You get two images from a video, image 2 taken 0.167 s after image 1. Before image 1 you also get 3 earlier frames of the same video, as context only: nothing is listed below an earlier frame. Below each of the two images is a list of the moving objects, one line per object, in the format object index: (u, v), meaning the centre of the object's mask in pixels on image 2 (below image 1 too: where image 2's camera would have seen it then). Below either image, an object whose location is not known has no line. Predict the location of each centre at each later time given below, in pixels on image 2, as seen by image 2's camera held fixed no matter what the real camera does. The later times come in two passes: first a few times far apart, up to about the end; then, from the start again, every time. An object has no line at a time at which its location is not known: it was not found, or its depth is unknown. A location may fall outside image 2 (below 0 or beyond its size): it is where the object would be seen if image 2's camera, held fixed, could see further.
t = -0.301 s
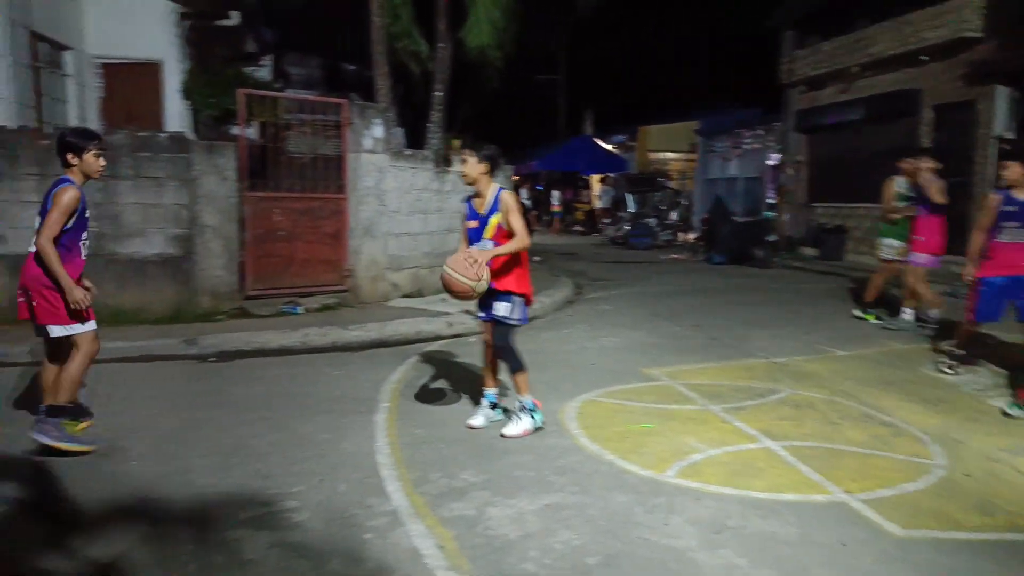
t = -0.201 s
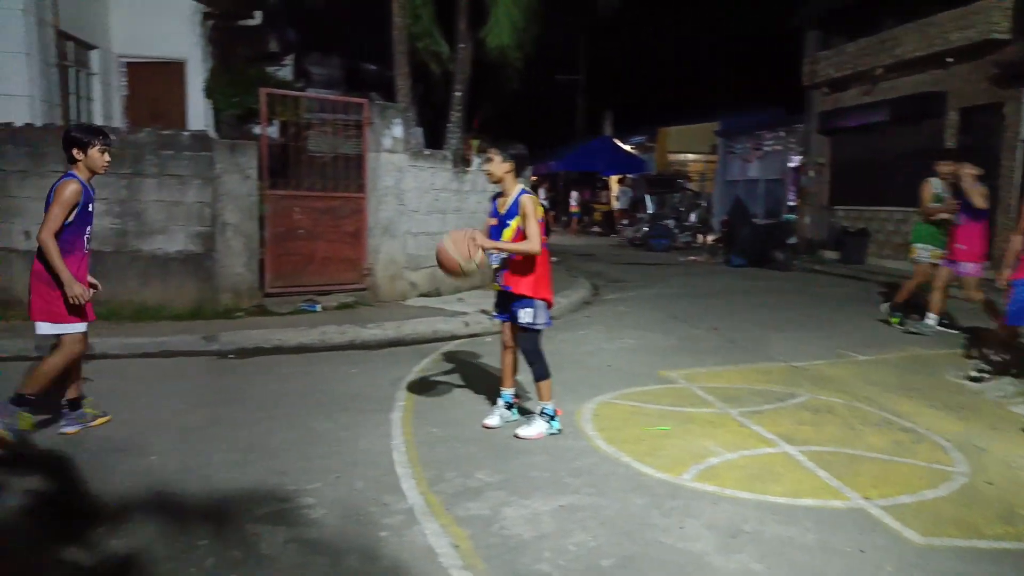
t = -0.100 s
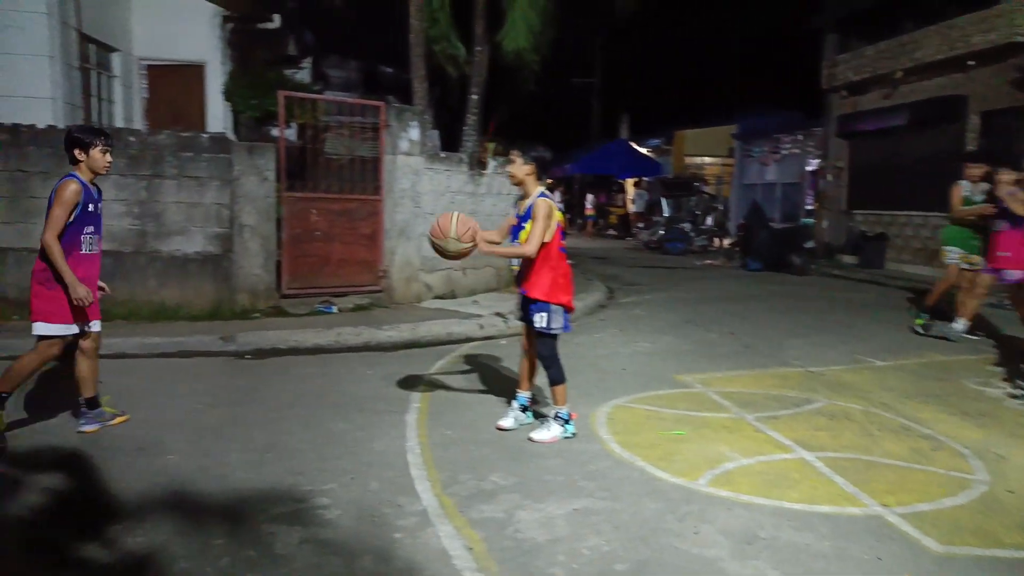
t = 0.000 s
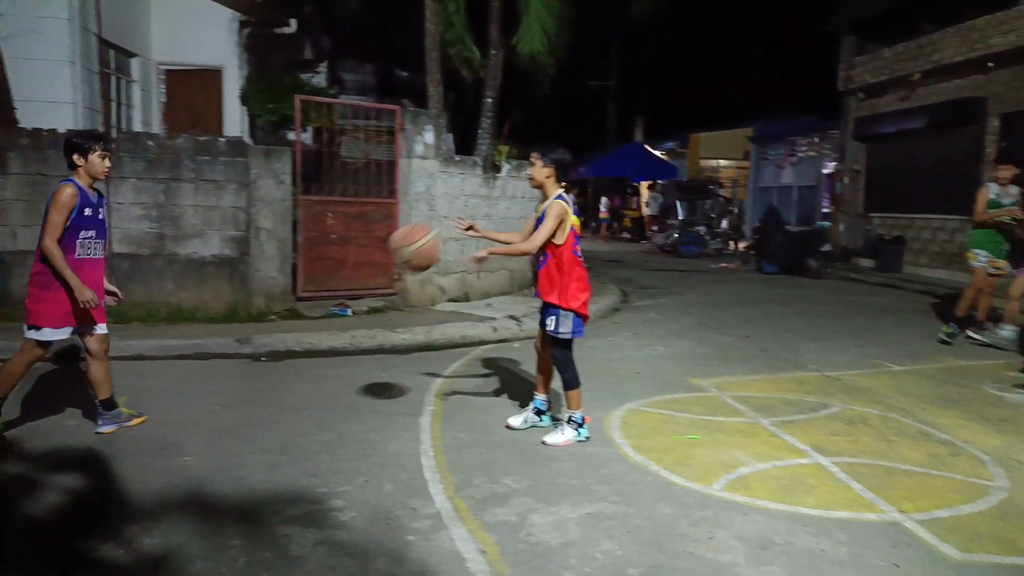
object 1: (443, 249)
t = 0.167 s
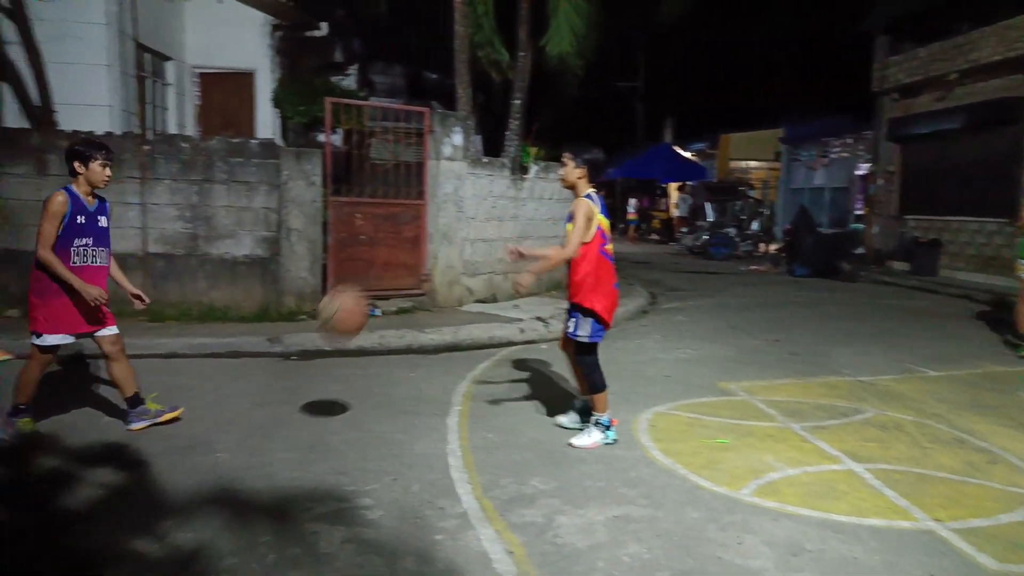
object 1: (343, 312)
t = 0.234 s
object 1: (301, 356)
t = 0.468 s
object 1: (208, 346)
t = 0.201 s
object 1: (323, 333)
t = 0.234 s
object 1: (301, 356)
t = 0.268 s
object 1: (282, 381)
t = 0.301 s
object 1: (261, 411)
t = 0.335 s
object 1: (245, 422)
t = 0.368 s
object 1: (235, 398)
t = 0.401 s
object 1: (226, 379)
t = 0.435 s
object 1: (217, 364)
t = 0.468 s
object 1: (208, 346)
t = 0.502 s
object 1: (199, 333)
